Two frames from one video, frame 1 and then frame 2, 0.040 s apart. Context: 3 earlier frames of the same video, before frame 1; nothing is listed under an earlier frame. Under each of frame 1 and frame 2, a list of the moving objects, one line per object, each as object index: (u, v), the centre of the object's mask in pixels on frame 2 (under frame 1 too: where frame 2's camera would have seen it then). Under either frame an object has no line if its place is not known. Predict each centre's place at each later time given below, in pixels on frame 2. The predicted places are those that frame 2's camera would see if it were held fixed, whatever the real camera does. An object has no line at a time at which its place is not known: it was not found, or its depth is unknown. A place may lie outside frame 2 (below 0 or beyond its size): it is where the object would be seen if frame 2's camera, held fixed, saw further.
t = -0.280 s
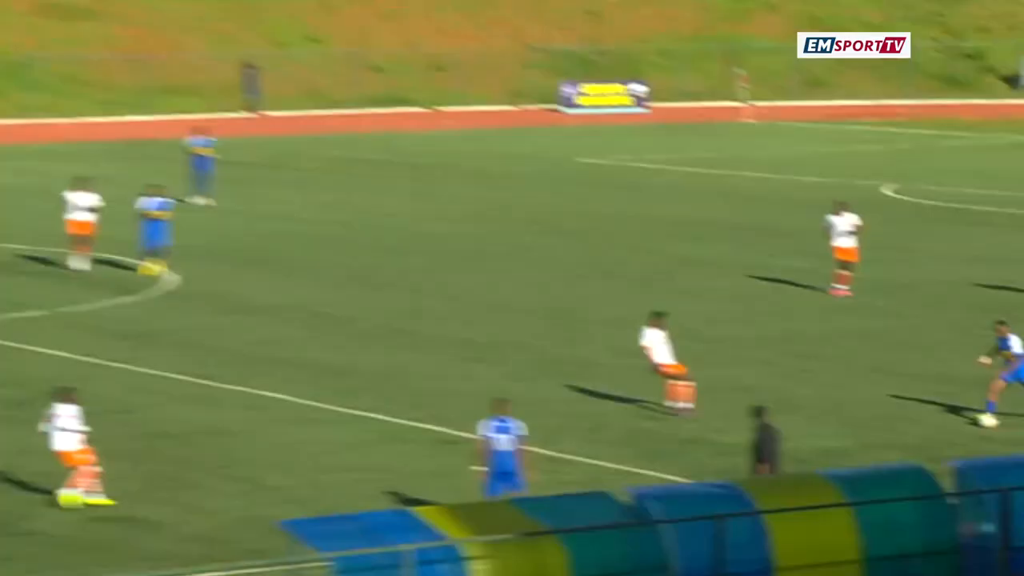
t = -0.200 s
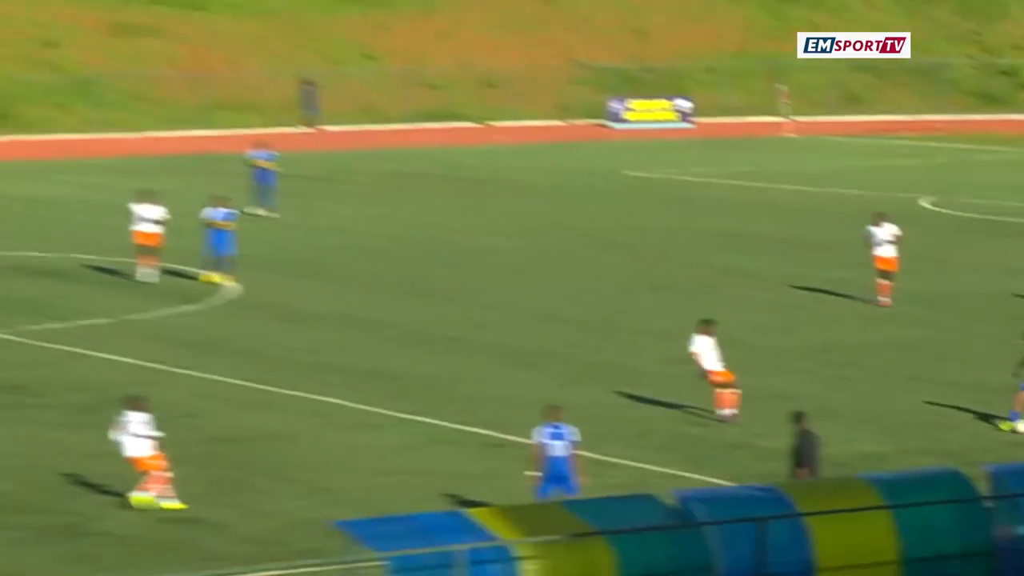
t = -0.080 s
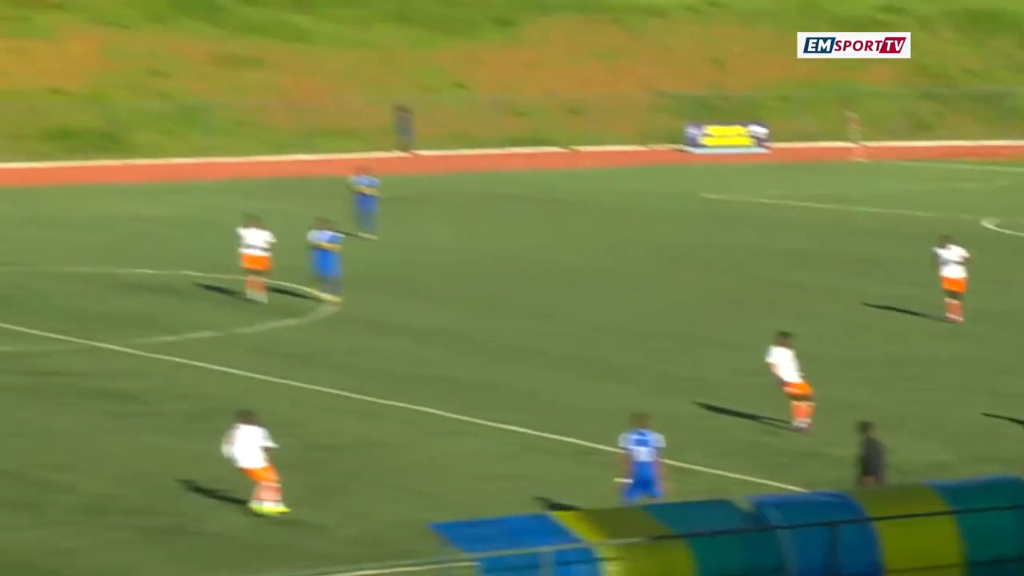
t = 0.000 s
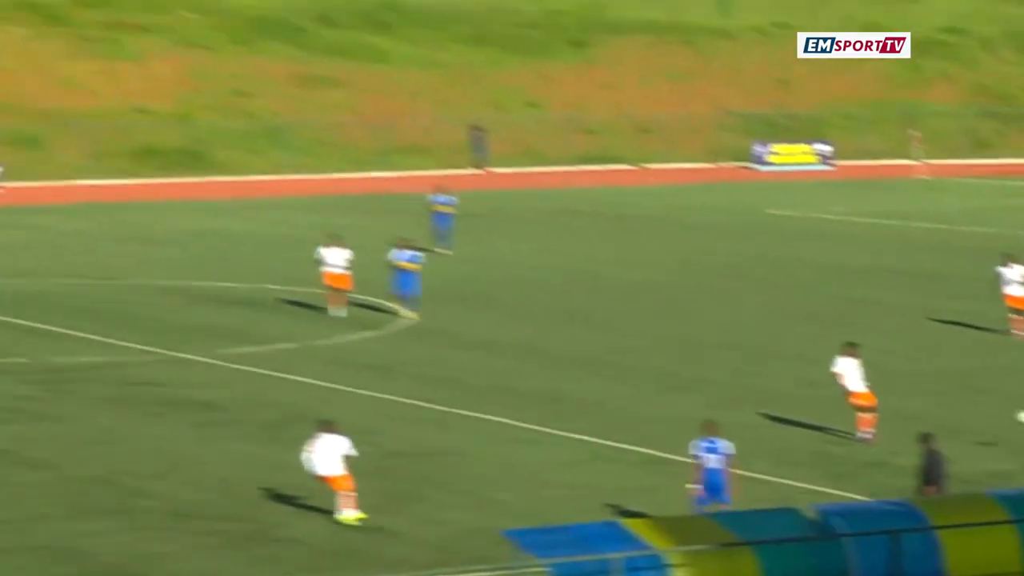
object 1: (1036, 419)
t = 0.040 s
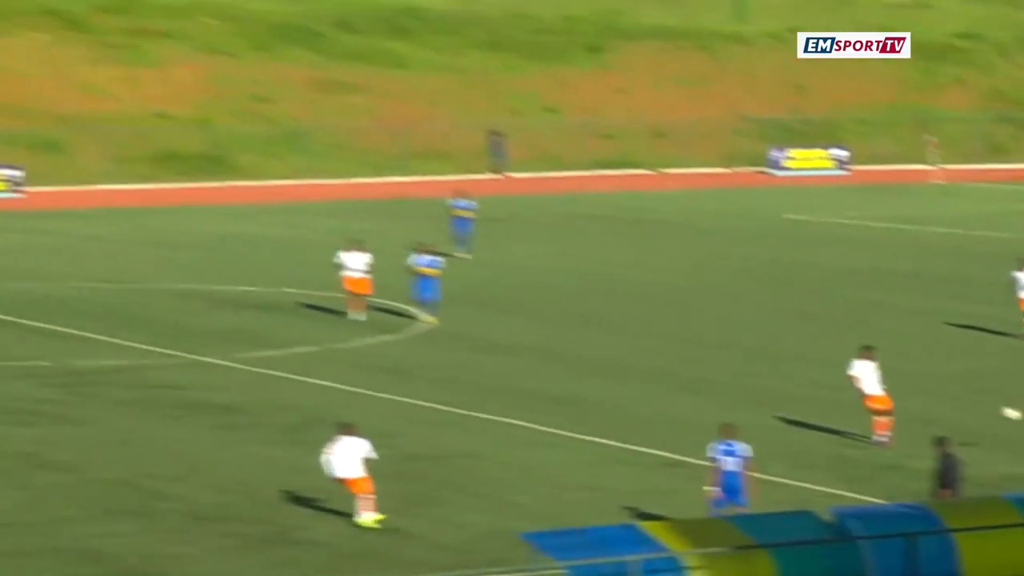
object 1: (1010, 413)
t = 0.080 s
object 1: (950, 396)
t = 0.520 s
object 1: (397, 264)
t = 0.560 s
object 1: (344, 254)
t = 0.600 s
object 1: (296, 246)
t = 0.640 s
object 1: (247, 236)
